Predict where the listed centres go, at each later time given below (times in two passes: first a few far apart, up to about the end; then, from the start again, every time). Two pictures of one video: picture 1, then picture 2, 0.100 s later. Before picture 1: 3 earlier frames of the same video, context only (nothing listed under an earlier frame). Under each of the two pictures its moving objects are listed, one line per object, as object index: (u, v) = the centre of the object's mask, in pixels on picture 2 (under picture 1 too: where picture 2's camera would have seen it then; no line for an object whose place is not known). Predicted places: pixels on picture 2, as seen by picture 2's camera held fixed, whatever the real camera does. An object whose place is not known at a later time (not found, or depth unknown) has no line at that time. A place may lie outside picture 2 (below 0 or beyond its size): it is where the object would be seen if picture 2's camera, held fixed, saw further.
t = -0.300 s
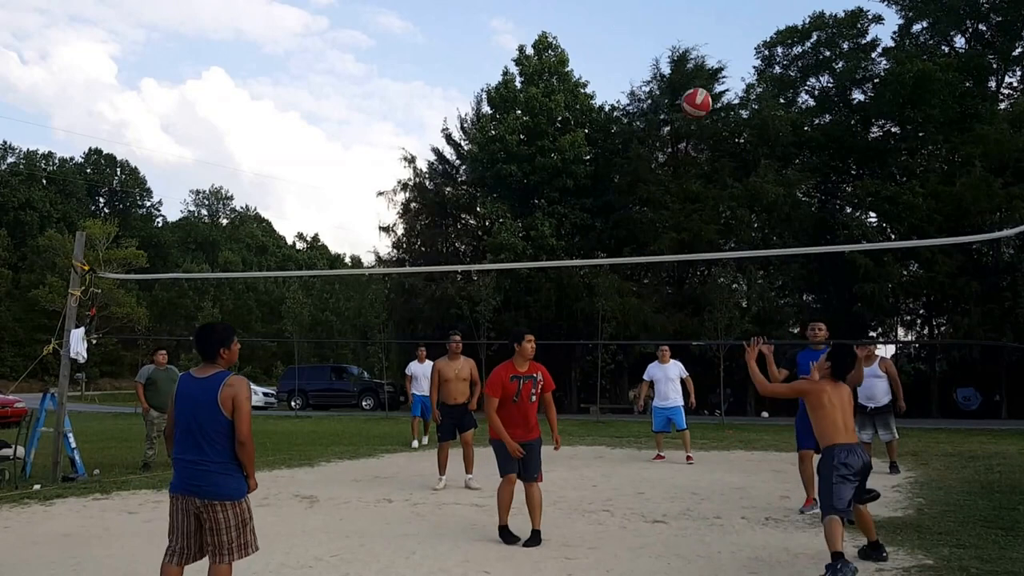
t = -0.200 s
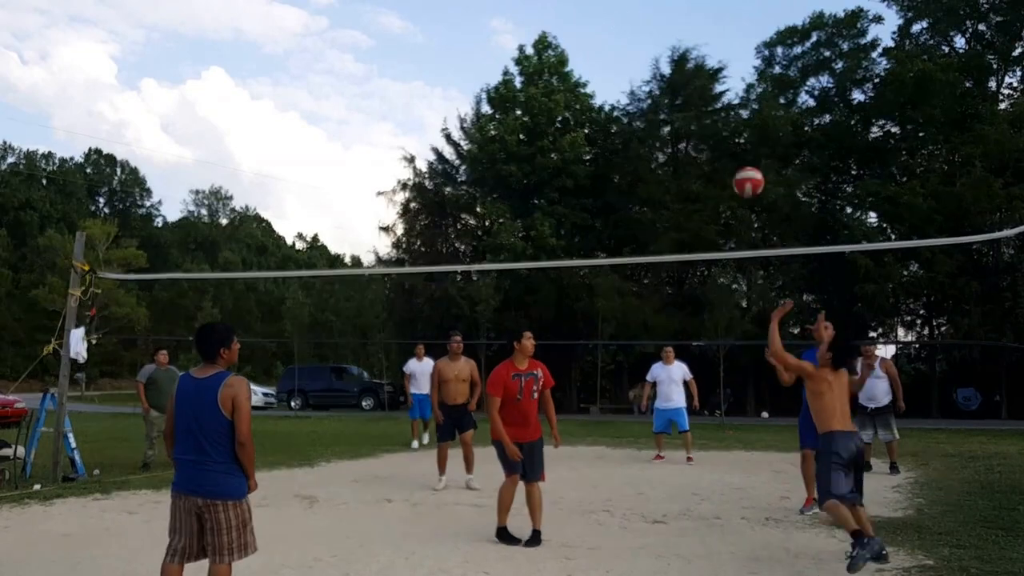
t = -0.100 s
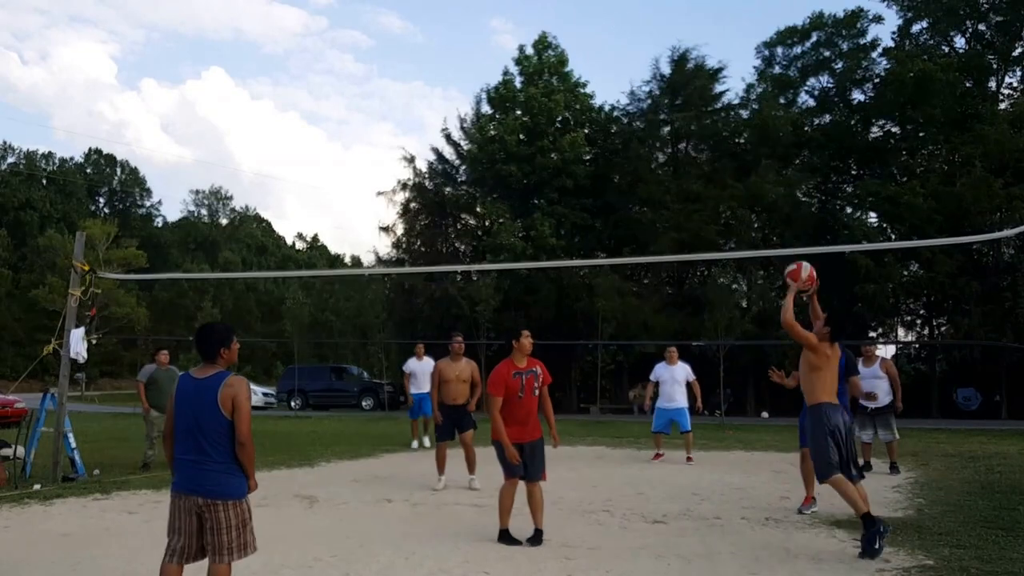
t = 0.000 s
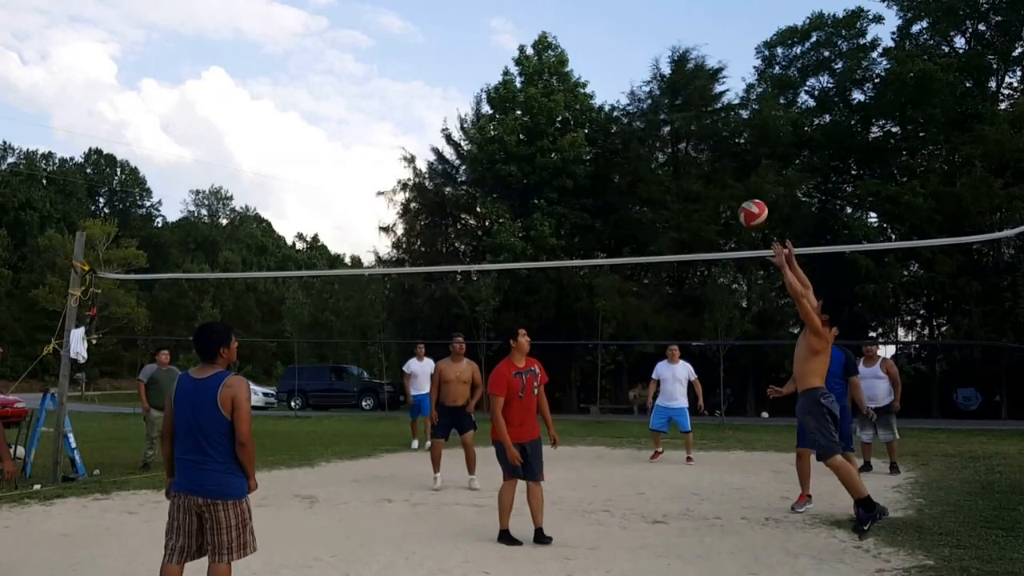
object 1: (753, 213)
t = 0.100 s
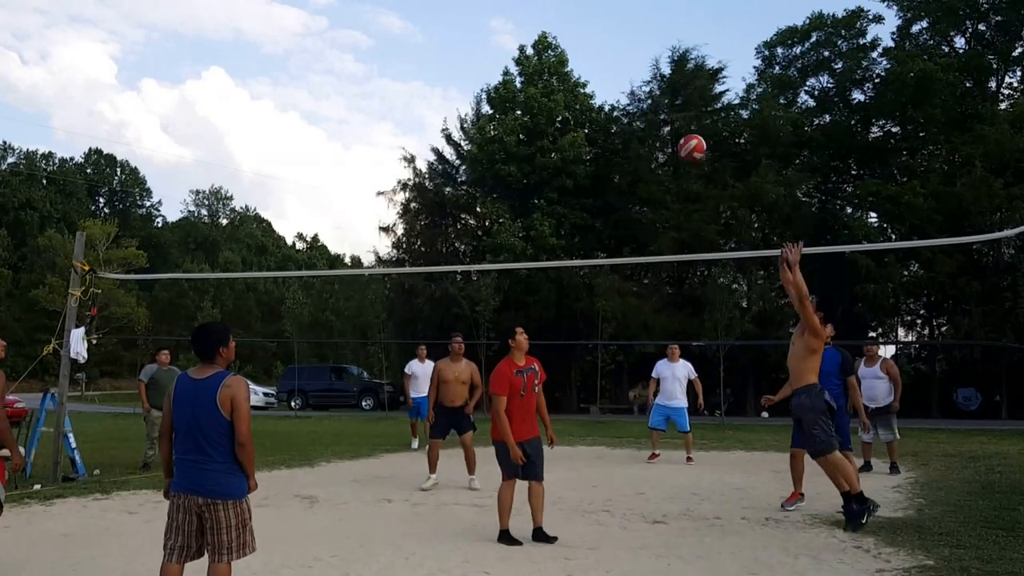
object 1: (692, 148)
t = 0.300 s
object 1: (586, 61)
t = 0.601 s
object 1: (457, 26)
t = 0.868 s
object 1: (369, 74)
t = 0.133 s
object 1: (673, 130)
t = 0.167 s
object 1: (654, 113)
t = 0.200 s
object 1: (637, 98)
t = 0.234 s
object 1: (619, 84)
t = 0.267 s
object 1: (602, 72)
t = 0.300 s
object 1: (586, 61)
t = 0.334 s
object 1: (570, 52)
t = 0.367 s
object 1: (555, 45)
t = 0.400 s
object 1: (539, 38)
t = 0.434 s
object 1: (524, 33)
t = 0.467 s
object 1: (510, 29)
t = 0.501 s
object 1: (496, 27)
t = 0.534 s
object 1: (483, 25)
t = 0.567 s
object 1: (470, 25)
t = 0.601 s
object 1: (457, 26)
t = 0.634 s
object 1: (445, 28)
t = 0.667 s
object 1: (433, 32)
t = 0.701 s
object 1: (422, 37)
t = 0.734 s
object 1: (411, 42)
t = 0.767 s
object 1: (400, 49)
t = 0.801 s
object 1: (389, 57)
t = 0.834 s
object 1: (379, 65)
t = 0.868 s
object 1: (369, 74)
